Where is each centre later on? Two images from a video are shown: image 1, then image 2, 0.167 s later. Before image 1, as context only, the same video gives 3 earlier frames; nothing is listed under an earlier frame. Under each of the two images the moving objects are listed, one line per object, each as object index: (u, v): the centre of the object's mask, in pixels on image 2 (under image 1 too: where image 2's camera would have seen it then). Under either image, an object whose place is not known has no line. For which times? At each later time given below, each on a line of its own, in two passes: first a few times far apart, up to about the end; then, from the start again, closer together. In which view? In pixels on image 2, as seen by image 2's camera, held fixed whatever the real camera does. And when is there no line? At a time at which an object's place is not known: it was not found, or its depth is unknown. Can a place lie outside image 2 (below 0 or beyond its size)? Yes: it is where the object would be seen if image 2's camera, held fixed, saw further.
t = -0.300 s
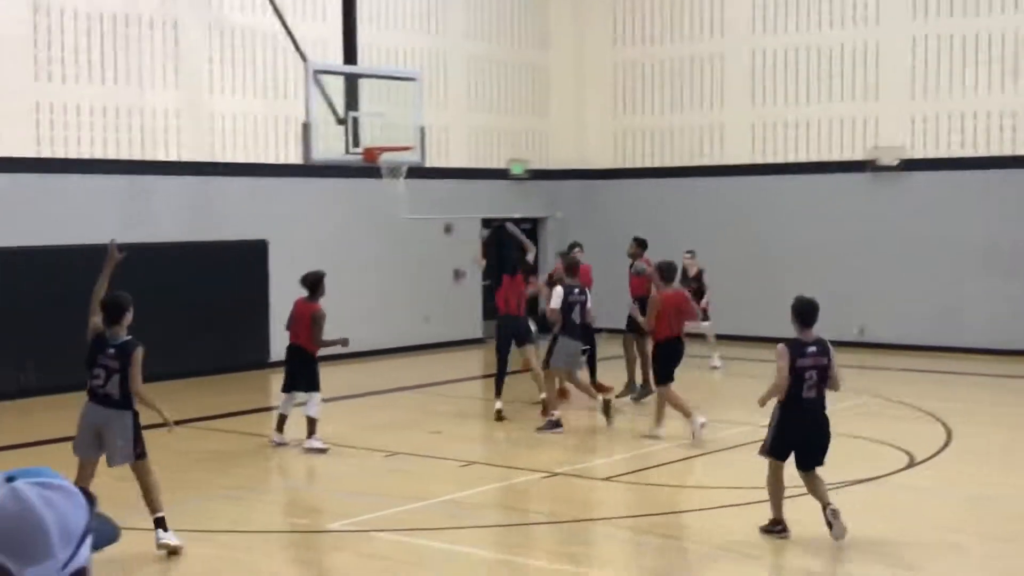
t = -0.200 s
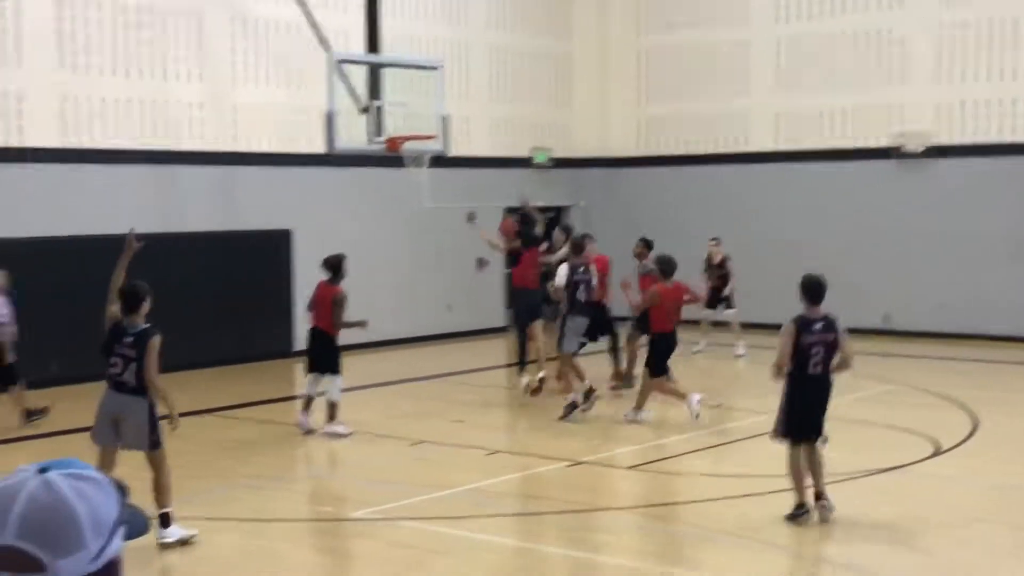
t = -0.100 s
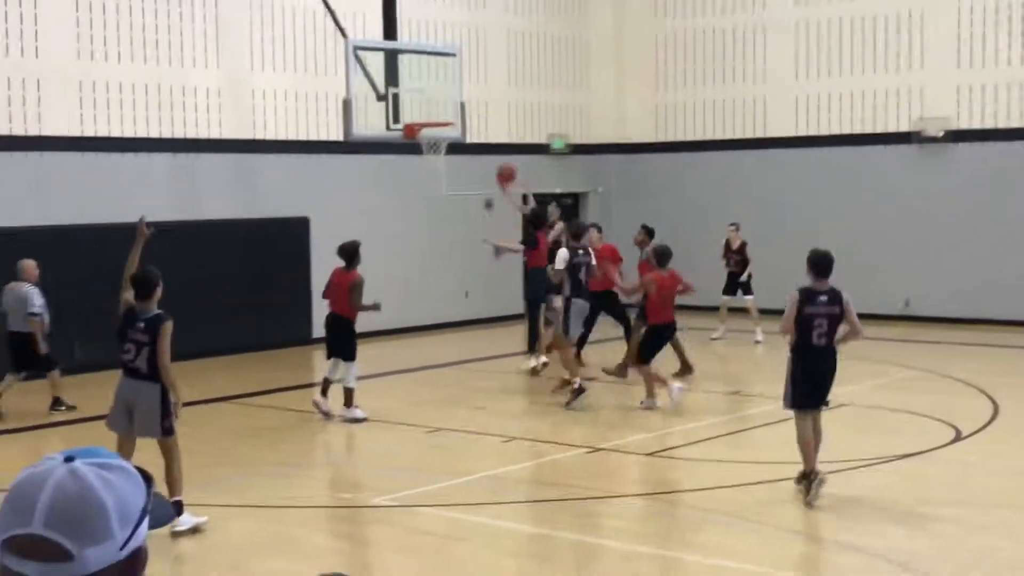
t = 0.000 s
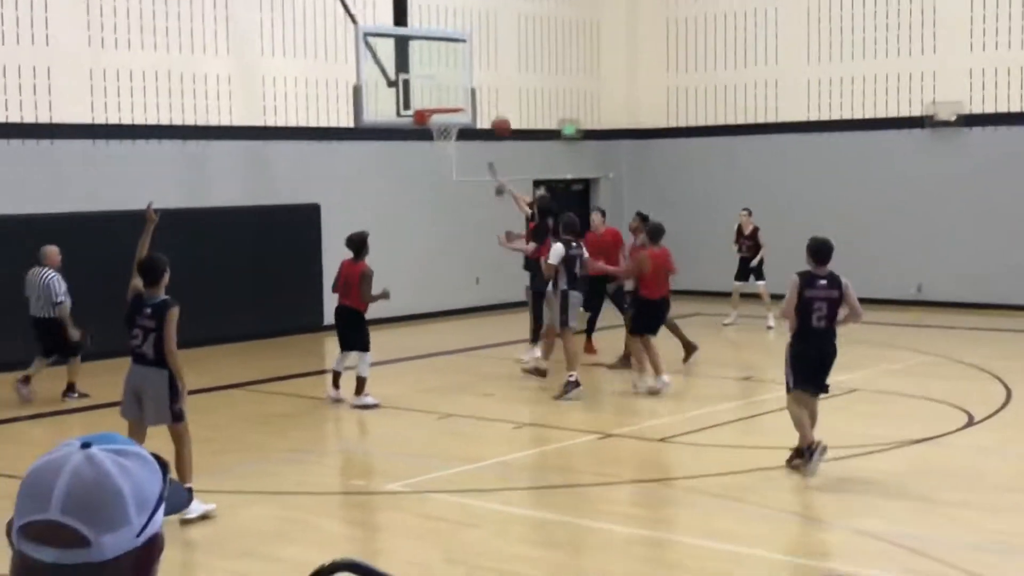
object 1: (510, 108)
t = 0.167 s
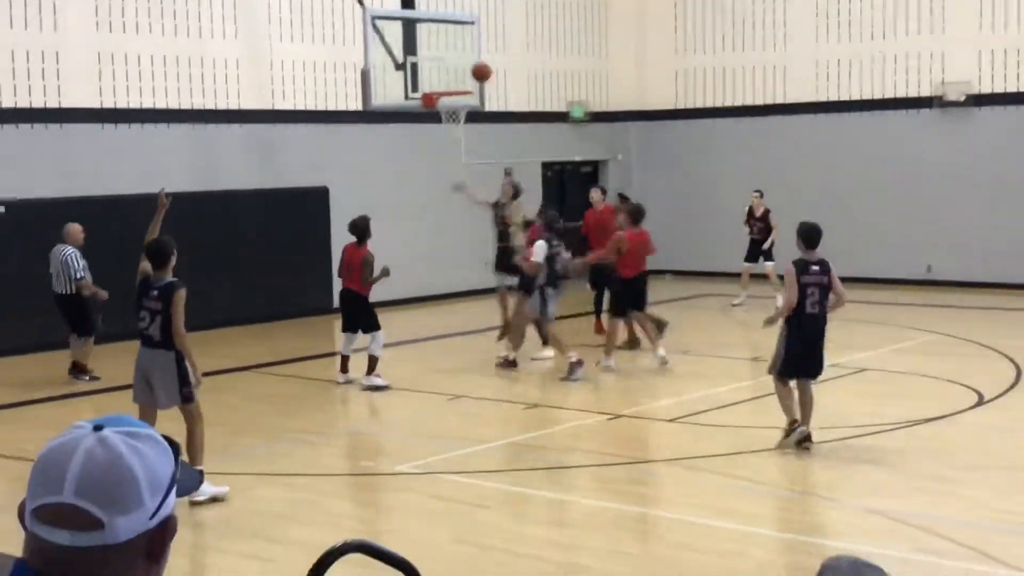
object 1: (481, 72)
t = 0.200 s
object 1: (476, 68)
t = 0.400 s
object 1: (470, 58)
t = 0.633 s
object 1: (471, 79)
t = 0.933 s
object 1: (481, 79)
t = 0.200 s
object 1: (476, 68)
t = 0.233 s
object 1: (471, 64)
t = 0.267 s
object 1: (471, 61)
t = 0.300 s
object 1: (470, 59)
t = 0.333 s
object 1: (470, 58)
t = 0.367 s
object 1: (470, 58)
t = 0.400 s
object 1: (470, 58)
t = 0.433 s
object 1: (470, 60)
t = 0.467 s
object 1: (470, 63)
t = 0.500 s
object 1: (469, 66)
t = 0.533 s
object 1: (469, 71)
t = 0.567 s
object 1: (469, 77)
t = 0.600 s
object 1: (469, 82)
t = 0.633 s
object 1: (471, 79)
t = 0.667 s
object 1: (471, 76)
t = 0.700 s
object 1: (472, 73)
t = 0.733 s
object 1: (474, 71)
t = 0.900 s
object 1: (480, 75)
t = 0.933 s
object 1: (481, 79)
